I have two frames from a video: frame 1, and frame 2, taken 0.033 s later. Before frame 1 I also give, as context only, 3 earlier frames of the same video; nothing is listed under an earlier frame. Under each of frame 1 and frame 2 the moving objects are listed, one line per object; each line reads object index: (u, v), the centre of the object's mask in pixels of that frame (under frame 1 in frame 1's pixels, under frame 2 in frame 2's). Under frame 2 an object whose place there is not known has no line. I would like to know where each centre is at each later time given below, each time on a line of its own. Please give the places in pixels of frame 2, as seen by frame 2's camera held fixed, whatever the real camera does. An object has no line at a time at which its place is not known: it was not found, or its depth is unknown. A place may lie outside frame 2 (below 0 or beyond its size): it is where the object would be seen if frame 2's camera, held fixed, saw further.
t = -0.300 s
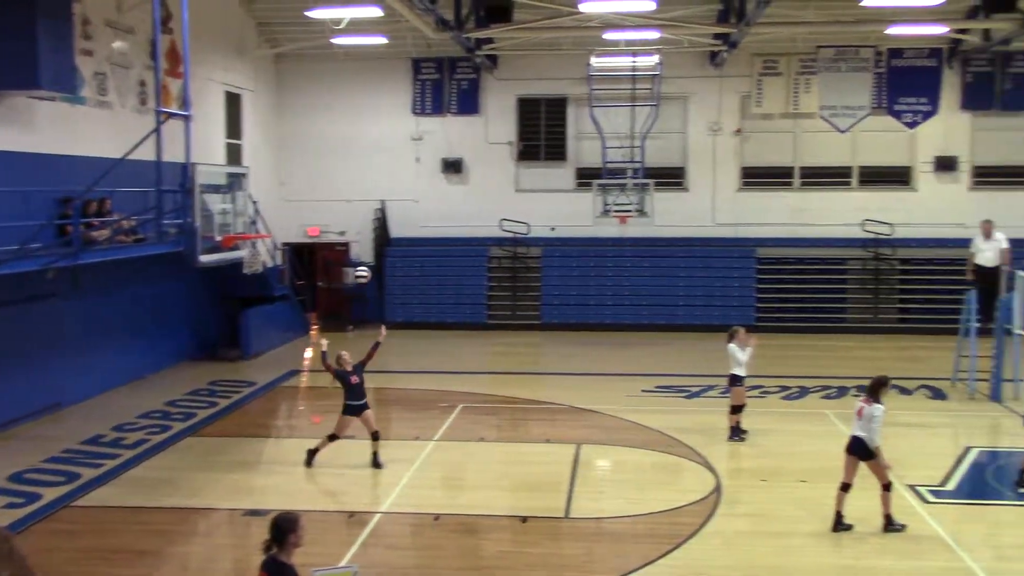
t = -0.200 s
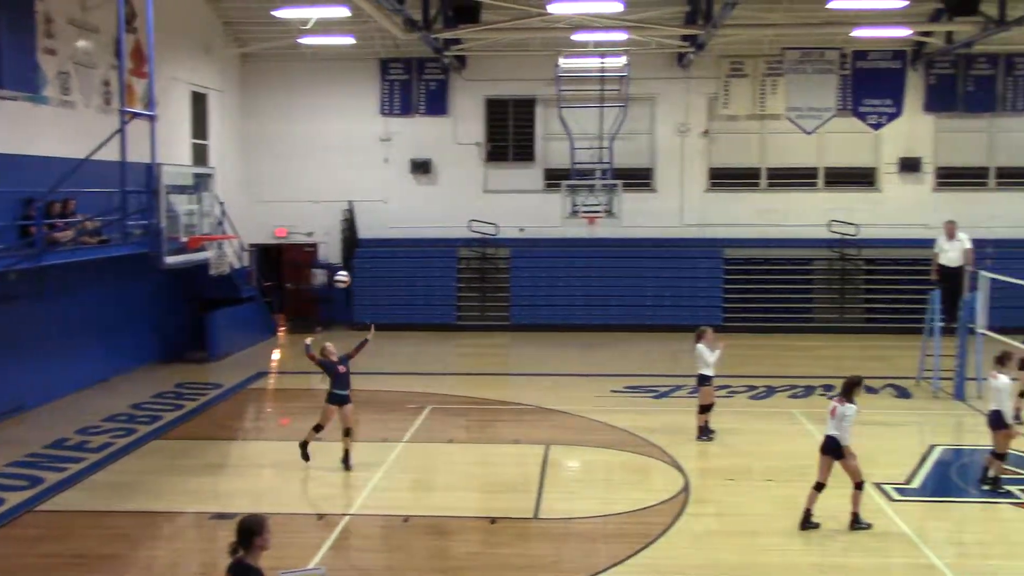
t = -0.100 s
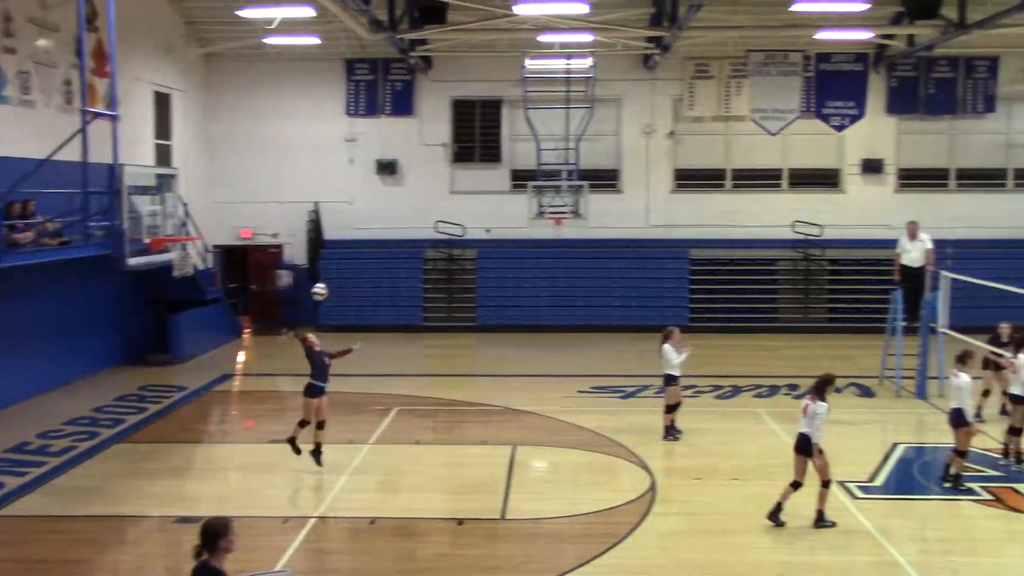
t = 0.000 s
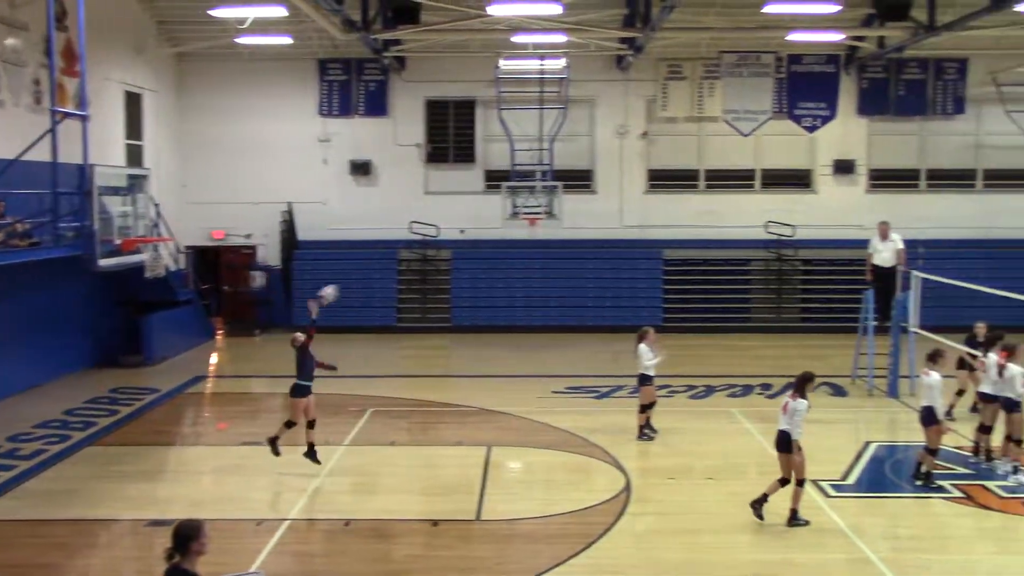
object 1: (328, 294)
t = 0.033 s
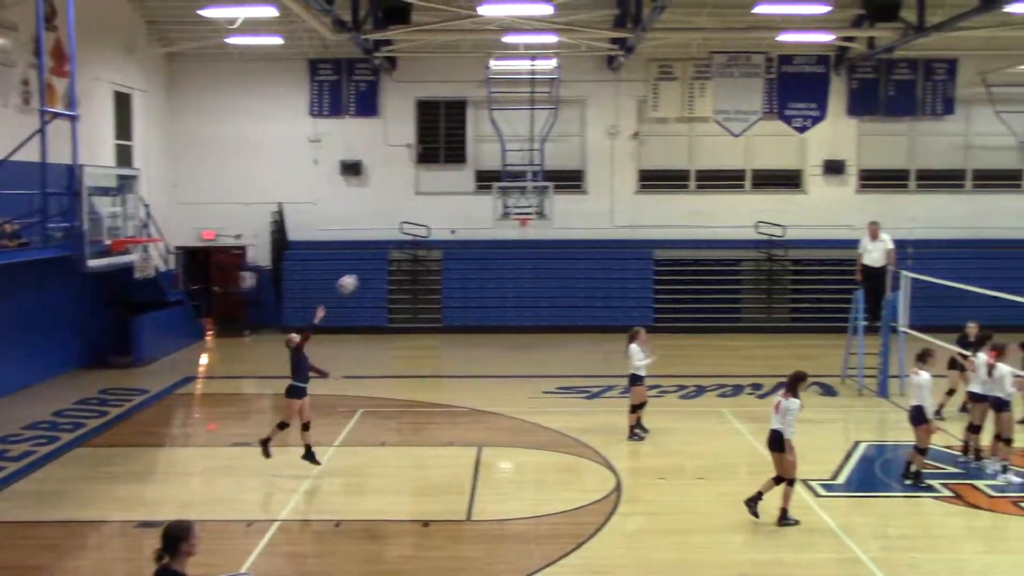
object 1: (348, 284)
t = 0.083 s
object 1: (390, 270)
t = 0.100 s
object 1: (405, 265)
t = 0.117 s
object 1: (419, 261)
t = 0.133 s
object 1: (432, 257)
